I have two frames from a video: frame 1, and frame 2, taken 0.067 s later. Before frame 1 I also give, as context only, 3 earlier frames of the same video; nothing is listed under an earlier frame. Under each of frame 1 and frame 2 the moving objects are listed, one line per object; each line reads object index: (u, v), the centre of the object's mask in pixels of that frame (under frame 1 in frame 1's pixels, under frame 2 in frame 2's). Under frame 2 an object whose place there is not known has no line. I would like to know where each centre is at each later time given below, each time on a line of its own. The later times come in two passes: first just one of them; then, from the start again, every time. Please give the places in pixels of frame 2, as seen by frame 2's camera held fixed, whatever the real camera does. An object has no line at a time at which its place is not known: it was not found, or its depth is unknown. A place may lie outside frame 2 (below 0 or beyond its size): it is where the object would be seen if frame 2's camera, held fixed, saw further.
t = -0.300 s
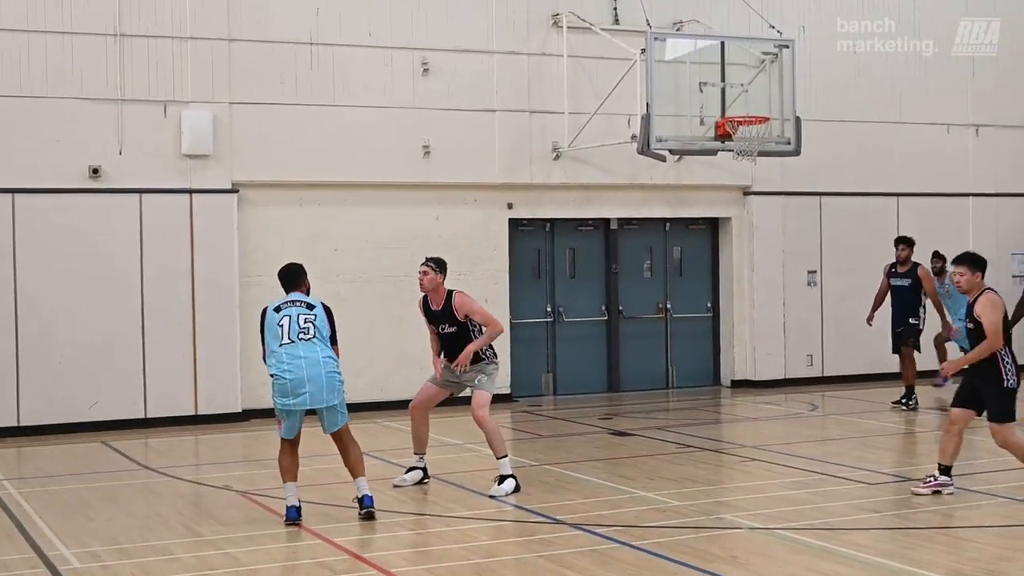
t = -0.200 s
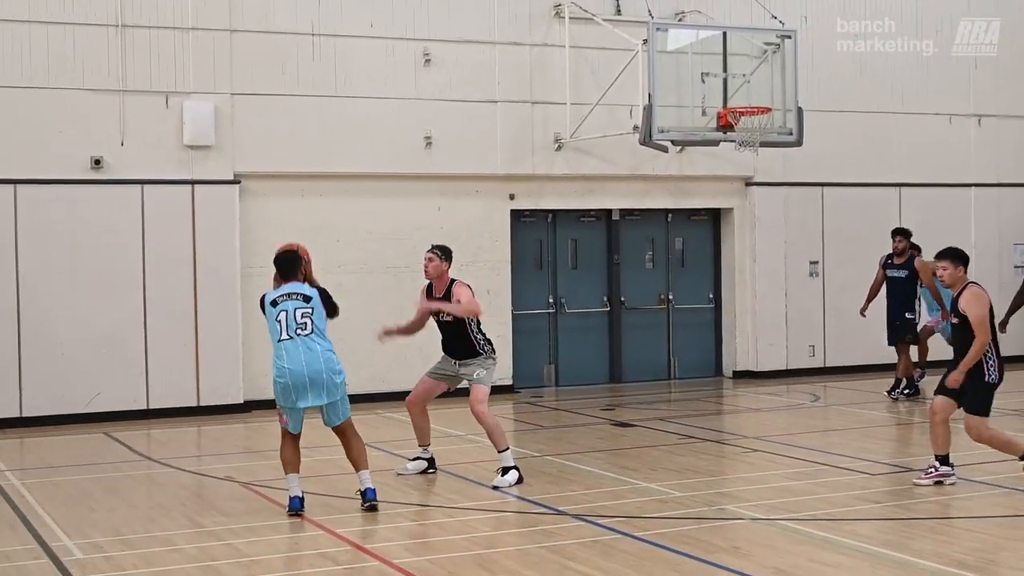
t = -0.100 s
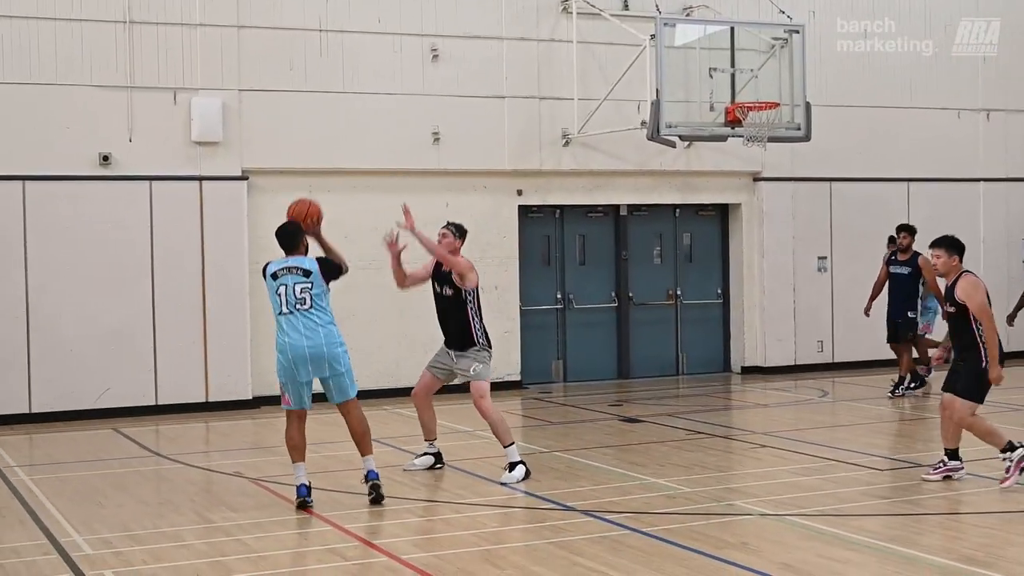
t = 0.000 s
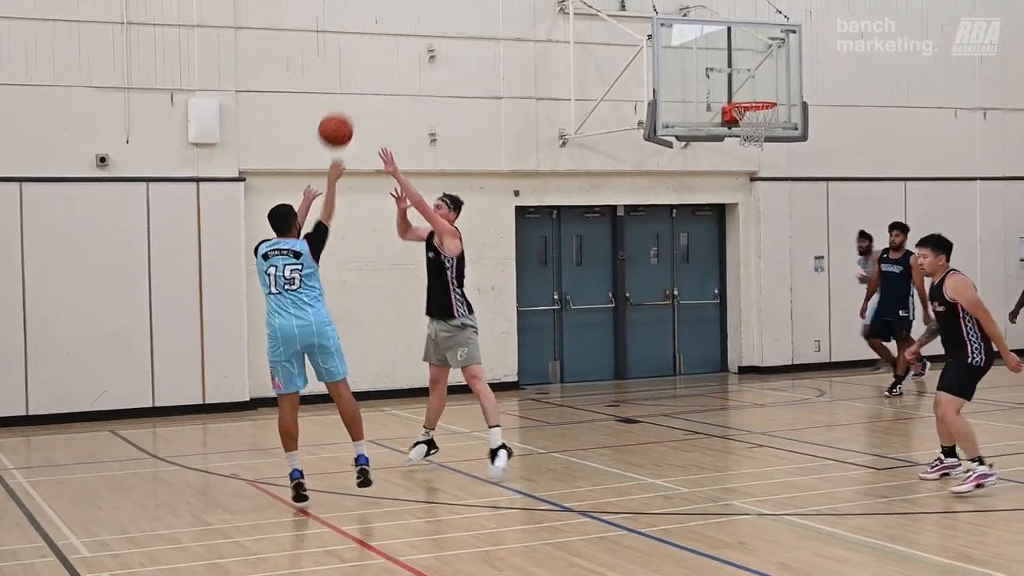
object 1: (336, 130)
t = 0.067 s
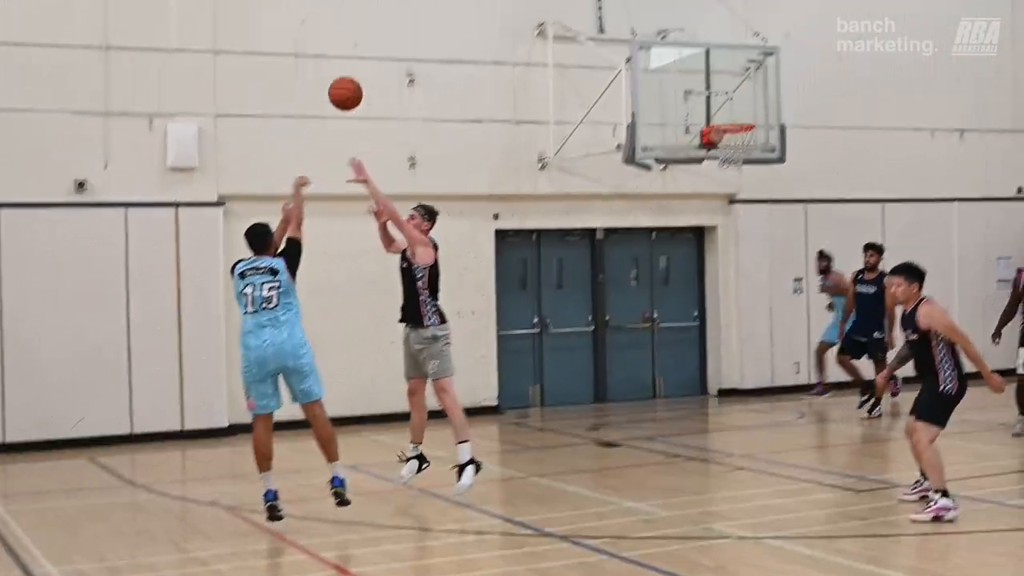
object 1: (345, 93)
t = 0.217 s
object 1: (411, -12)
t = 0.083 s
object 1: (353, 79)
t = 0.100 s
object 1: (361, 66)
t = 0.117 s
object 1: (367, 54)
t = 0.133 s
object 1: (375, 41)
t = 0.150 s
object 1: (382, 30)
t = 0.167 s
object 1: (389, 19)
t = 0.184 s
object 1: (396, 8)
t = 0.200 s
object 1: (404, -2)
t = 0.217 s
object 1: (411, -12)
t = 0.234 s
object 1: (419, -22)
